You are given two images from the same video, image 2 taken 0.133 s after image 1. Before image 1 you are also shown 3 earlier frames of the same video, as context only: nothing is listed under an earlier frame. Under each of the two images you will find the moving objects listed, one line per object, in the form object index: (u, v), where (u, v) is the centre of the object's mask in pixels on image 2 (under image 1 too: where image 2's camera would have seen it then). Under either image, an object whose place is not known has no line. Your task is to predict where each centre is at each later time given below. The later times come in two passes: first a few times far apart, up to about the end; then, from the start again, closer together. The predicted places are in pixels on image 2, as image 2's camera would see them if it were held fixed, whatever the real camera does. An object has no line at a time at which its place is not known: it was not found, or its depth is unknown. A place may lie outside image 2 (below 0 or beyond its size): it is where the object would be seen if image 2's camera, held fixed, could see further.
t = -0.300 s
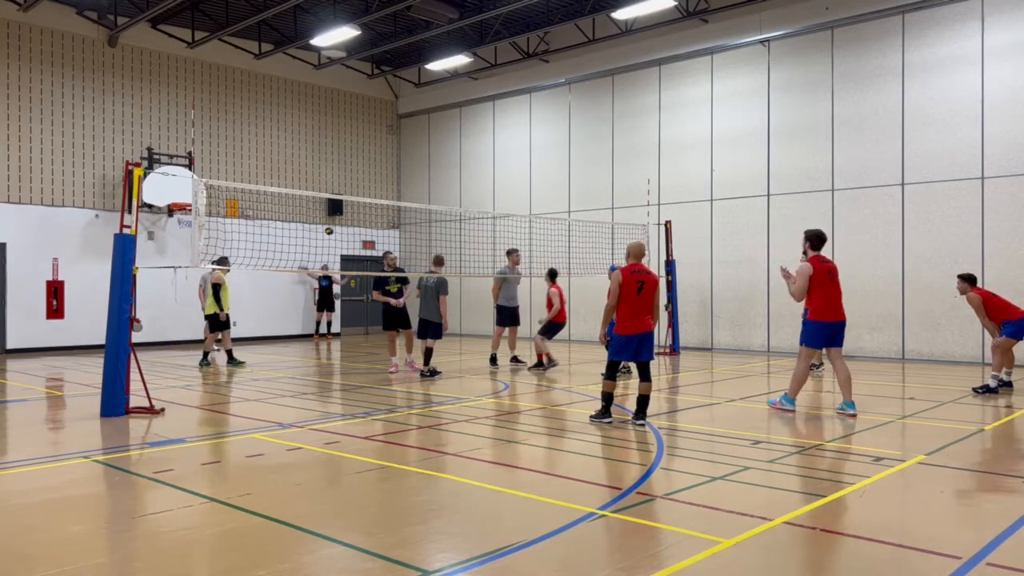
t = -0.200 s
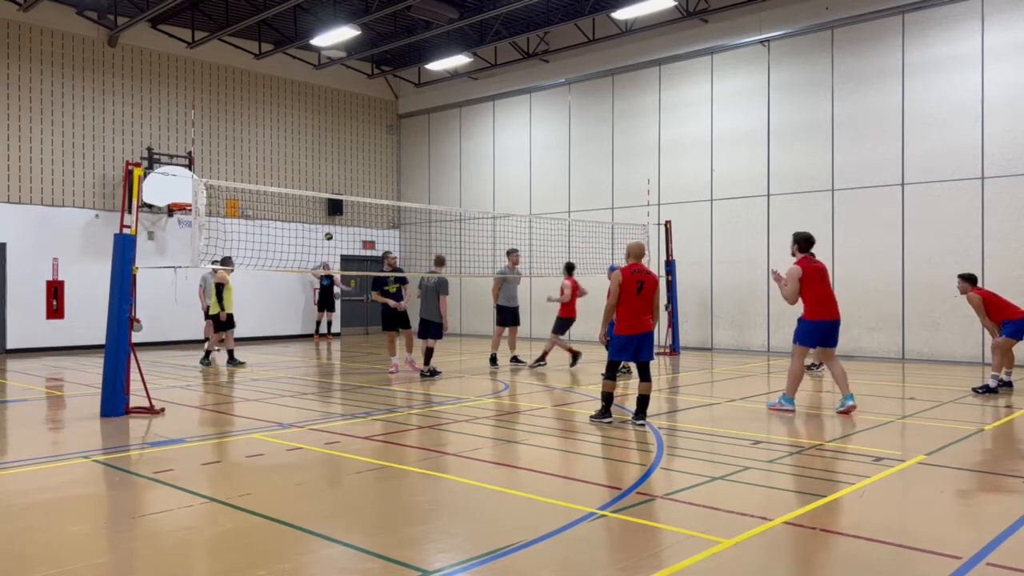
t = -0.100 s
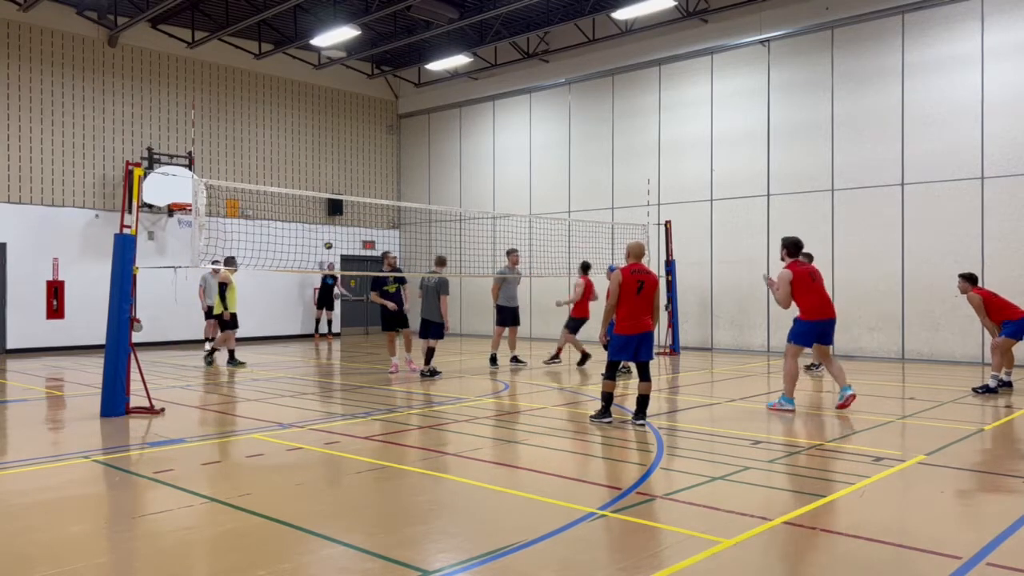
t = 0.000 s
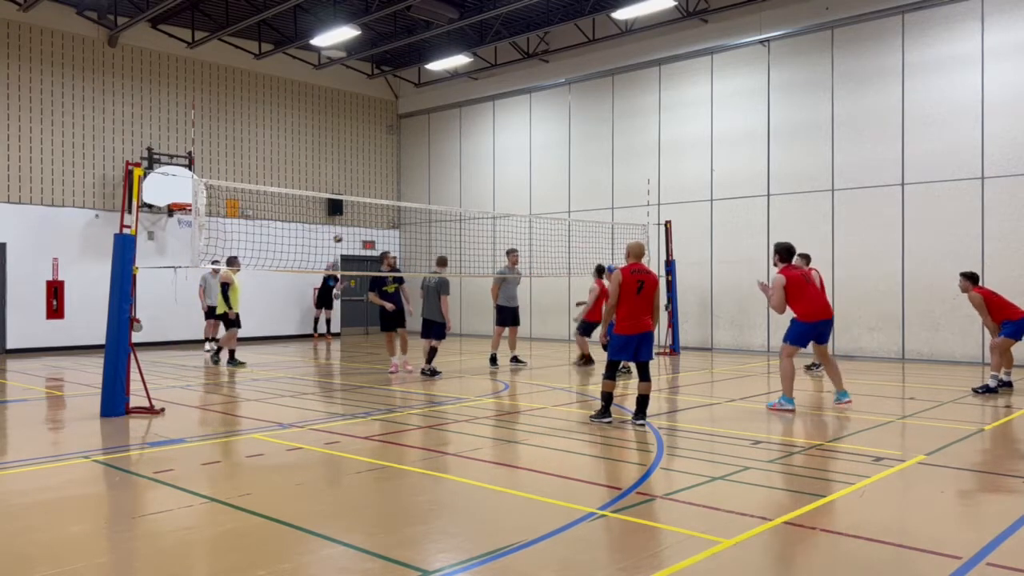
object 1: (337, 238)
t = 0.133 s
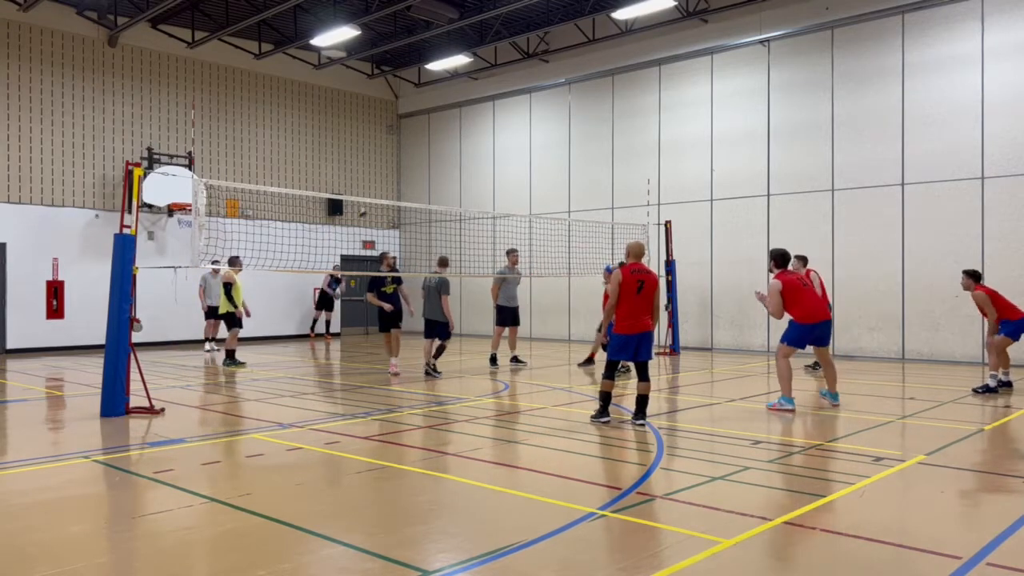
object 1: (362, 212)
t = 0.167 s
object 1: (369, 207)
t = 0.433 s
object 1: (441, 170)
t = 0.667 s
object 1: (525, 161)
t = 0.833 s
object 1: (610, 181)
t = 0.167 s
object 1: (369, 207)
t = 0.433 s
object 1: (441, 170)
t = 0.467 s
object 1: (452, 167)
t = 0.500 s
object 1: (463, 165)
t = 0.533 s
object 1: (473, 163)
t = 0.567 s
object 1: (485, 162)
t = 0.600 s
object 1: (498, 161)
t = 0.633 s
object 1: (511, 161)
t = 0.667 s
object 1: (525, 161)
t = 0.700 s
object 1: (540, 163)
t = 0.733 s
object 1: (556, 165)
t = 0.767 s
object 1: (573, 169)
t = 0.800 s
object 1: (591, 174)
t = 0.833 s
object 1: (610, 181)
